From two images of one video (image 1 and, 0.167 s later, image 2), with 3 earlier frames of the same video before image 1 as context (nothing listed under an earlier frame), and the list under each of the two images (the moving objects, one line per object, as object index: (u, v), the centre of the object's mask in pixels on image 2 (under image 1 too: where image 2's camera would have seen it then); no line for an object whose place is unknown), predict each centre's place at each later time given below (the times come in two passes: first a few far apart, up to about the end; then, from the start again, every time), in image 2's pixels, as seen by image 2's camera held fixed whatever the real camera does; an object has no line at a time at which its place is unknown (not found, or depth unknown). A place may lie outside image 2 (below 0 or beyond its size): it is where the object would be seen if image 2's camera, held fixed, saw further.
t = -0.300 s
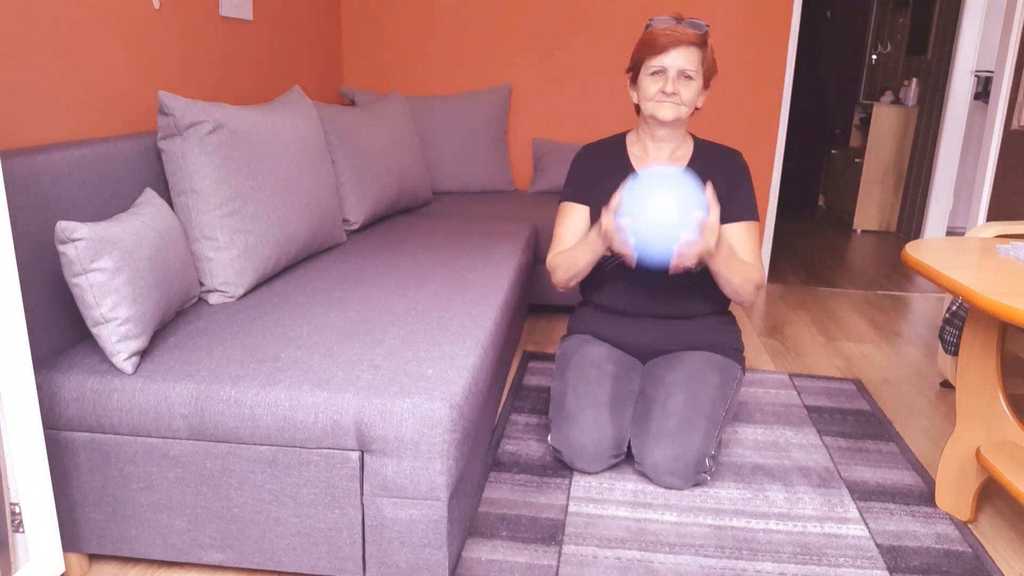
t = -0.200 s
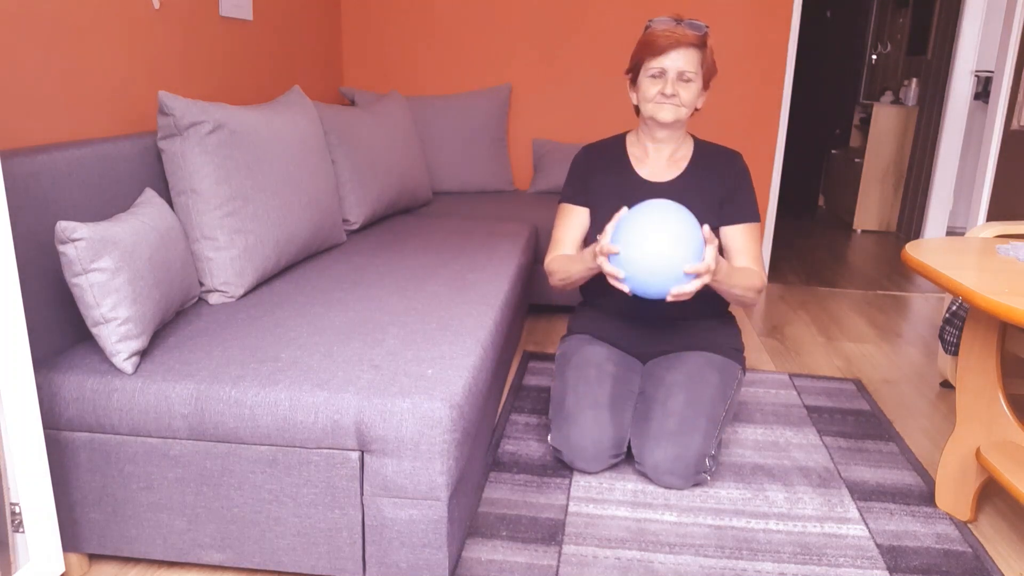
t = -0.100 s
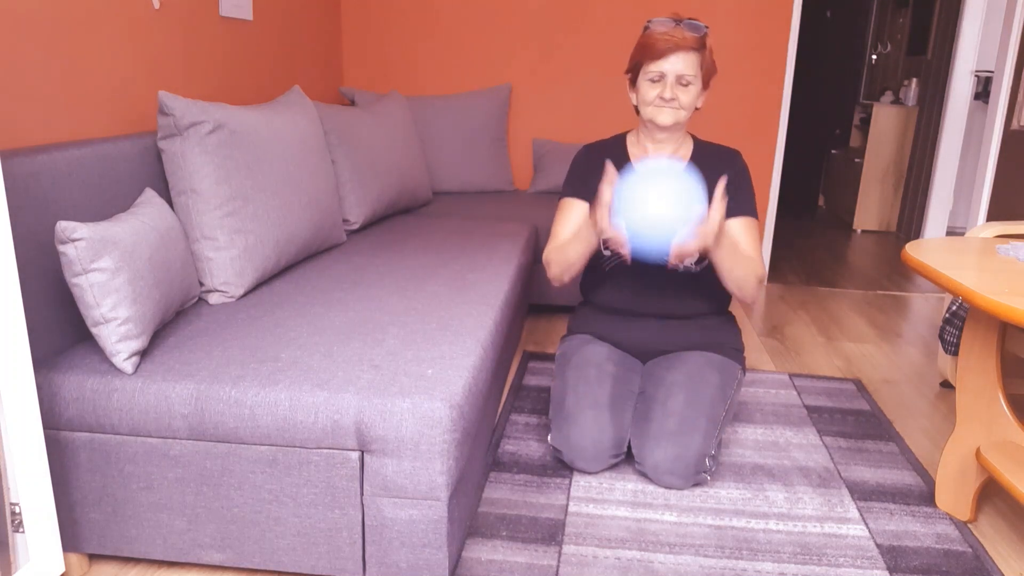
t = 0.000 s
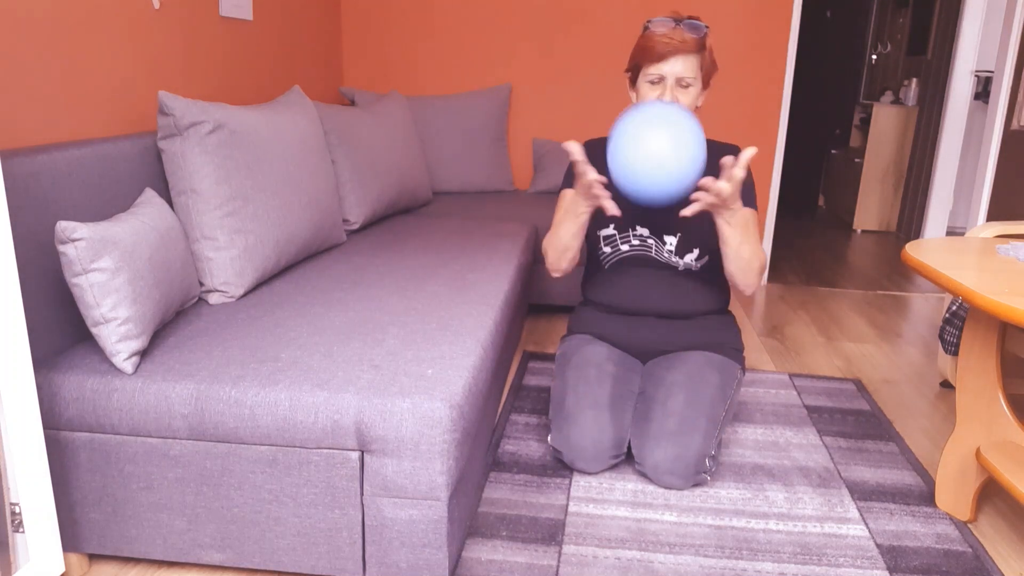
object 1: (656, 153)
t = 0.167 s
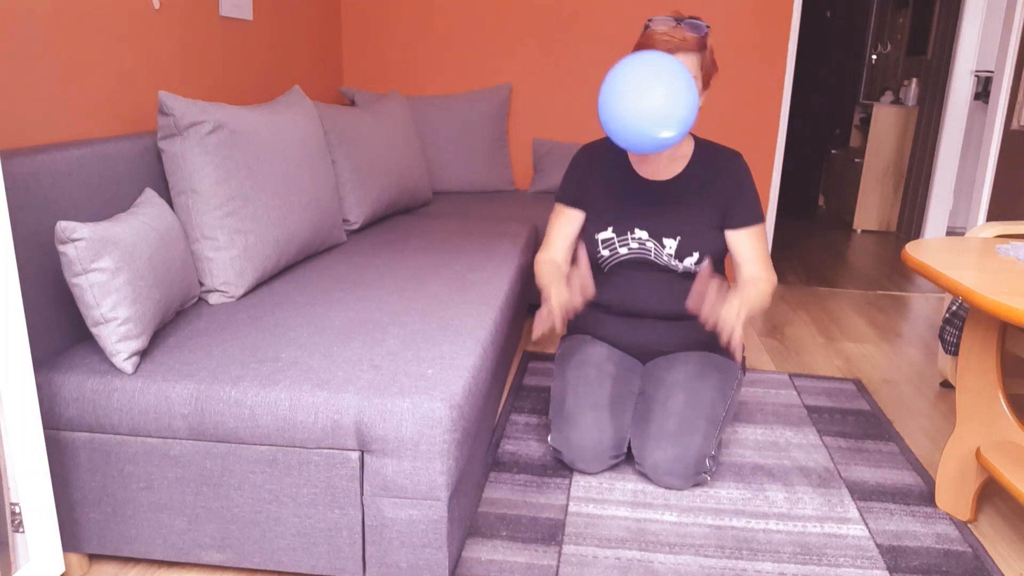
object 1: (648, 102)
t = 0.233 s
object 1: (645, 98)
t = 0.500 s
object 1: (637, 173)
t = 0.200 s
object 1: (646, 99)
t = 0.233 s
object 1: (645, 98)
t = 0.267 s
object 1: (643, 100)
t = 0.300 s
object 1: (642, 103)
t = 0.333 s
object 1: (641, 110)
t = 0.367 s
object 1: (640, 119)
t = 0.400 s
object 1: (639, 130)
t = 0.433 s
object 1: (639, 143)
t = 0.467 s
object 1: (638, 158)
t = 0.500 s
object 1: (637, 173)
